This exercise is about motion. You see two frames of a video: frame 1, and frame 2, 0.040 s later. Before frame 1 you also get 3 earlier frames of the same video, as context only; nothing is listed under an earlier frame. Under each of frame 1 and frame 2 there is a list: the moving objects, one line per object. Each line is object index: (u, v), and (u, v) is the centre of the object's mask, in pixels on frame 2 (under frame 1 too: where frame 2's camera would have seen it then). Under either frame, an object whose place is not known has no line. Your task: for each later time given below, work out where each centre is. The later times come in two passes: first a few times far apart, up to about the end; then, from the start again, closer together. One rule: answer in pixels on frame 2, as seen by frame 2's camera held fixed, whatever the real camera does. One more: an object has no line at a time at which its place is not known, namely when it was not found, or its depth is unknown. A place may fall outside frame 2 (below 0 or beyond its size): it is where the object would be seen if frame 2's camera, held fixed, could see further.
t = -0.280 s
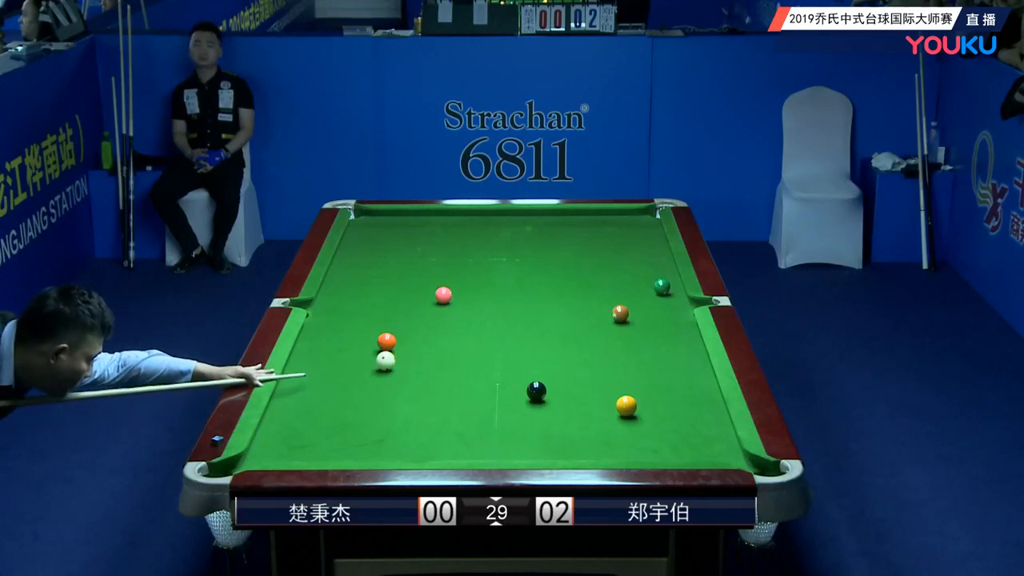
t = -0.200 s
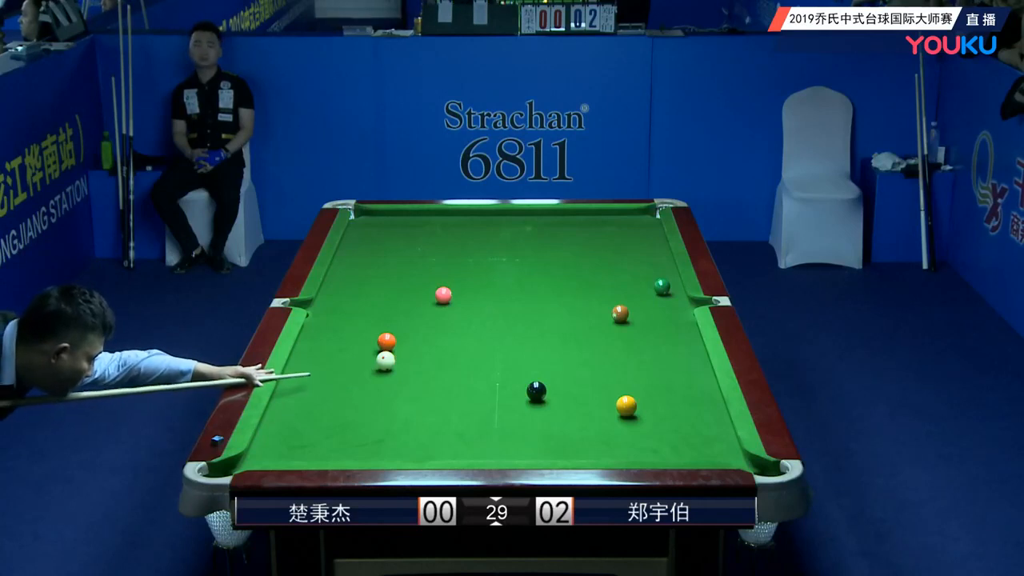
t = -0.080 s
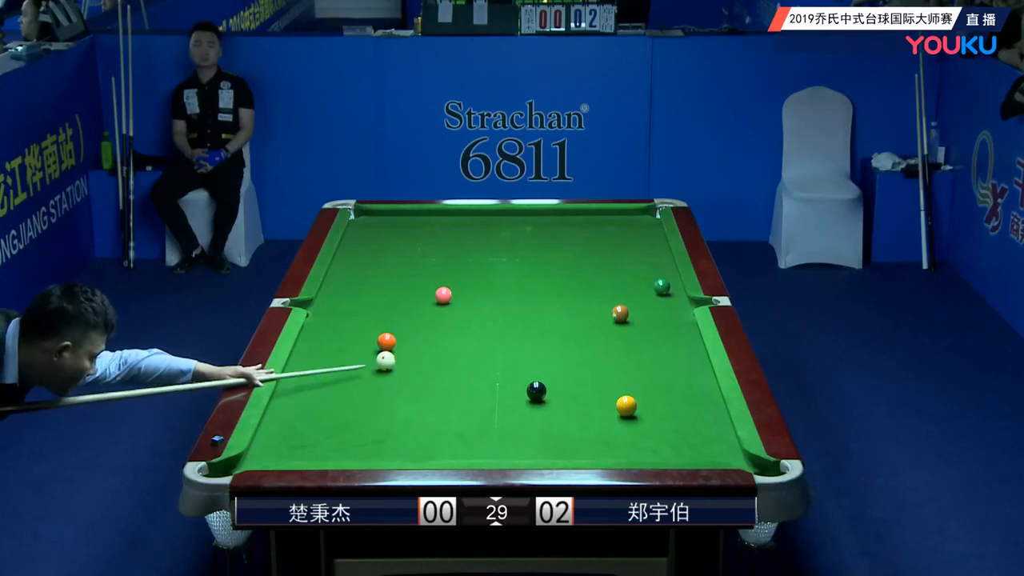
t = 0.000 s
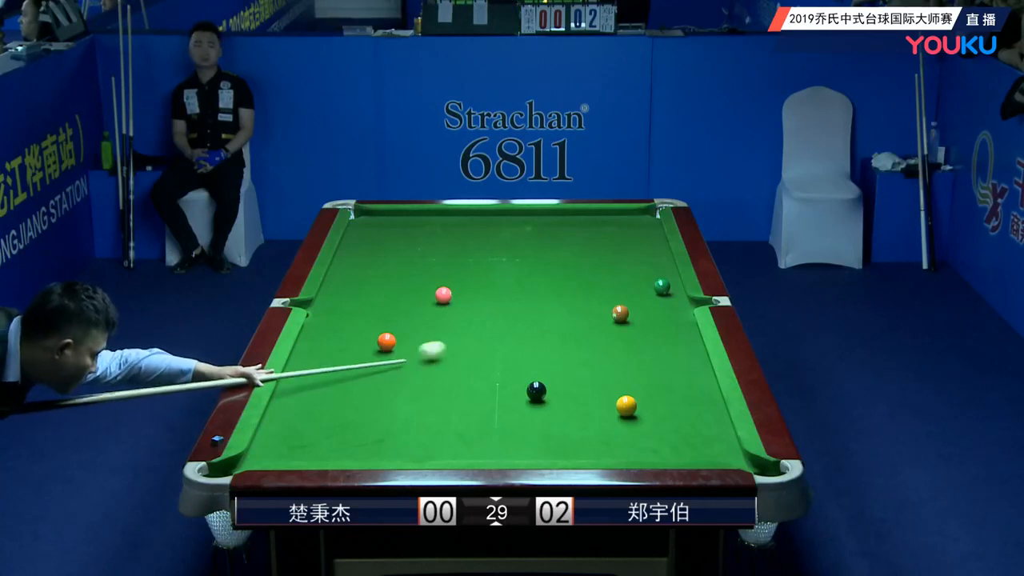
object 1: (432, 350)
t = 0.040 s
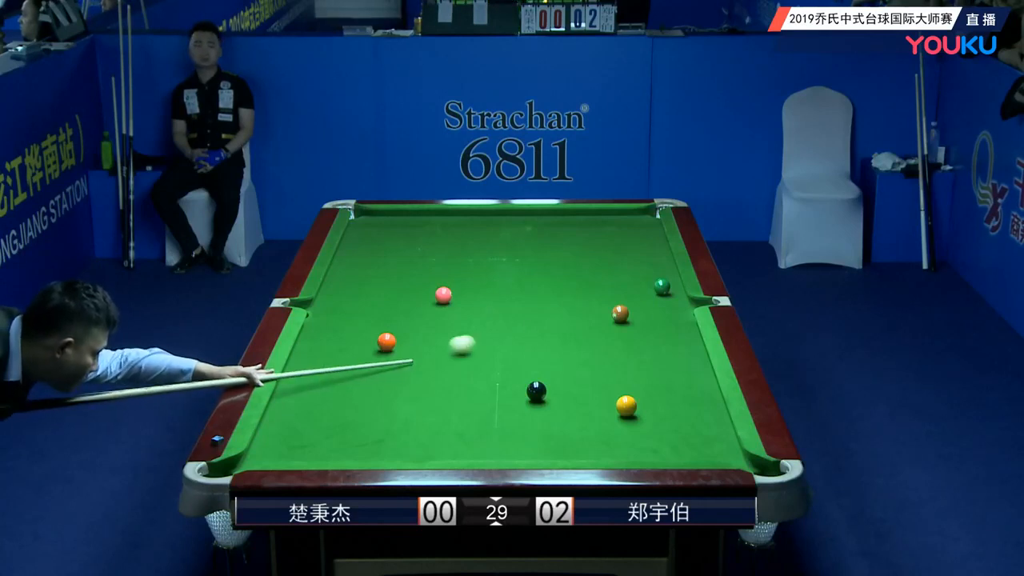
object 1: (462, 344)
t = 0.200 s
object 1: (563, 323)
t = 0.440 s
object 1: (602, 309)
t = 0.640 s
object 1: (603, 303)
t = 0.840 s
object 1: (604, 297)
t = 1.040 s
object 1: (606, 291)
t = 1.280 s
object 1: (607, 285)
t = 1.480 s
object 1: (608, 281)
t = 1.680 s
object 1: (609, 277)
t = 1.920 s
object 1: (611, 273)
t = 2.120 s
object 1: (612, 270)
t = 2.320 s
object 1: (613, 267)
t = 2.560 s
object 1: (613, 265)
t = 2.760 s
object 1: (614, 263)
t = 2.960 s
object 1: (614, 262)
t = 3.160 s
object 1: (614, 262)
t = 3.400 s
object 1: (614, 261)
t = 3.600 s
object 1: (614, 261)
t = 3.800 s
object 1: (614, 262)
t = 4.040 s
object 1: (614, 262)
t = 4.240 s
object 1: (614, 262)
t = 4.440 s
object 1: (614, 262)
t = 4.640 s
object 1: (614, 262)
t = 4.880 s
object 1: (614, 262)
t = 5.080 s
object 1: (614, 262)
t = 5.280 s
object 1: (614, 262)
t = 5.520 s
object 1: (614, 262)
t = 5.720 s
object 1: (614, 262)
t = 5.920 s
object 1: (614, 262)
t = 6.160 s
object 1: (614, 262)
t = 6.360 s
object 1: (614, 262)
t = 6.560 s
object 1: (614, 262)
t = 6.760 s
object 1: (614, 262)
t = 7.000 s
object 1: (614, 262)
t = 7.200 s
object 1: (614, 262)
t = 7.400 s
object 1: (614, 262)
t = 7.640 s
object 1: (614, 262)
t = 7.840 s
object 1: (614, 262)
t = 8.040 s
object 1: (614, 262)
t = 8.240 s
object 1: (614, 262)
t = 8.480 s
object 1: (614, 262)
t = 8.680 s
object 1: (614, 262)
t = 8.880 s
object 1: (614, 262)
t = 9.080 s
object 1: (613, 262)
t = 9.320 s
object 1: (613, 262)
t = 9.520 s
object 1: (614, 262)
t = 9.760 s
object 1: (613, 262)
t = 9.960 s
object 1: (613, 261)
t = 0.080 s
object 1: (489, 338)
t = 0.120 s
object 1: (516, 333)
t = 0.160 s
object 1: (540, 328)
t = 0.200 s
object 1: (563, 323)
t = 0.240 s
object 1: (584, 319)
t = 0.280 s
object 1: (603, 315)
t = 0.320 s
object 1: (602, 314)
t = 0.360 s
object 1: (602, 312)
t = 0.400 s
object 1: (602, 311)
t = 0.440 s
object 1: (602, 309)
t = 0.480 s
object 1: (602, 308)
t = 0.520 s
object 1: (603, 306)
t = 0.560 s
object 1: (603, 305)
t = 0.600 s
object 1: (603, 304)
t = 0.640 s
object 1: (603, 303)
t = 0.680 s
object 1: (603, 301)
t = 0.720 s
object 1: (603, 300)
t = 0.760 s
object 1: (604, 299)
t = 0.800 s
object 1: (604, 298)
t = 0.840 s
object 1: (604, 297)
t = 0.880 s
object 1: (604, 295)
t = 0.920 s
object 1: (605, 294)
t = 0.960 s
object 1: (605, 293)
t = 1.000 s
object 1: (605, 292)
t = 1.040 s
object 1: (606, 291)
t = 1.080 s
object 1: (606, 290)
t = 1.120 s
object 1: (606, 289)
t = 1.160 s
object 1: (606, 288)
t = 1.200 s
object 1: (607, 287)
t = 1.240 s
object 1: (607, 286)
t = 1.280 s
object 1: (607, 285)
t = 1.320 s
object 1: (607, 284)
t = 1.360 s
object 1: (607, 283)
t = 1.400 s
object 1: (607, 282)
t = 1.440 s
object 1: (608, 281)
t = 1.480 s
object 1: (608, 281)
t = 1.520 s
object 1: (608, 280)
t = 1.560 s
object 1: (609, 279)
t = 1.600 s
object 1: (609, 278)
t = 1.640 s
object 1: (609, 277)
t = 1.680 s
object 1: (609, 277)
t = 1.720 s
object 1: (610, 276)
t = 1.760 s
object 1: (610, 275)
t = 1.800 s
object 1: (610, 275)
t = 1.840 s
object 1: (610, 274)
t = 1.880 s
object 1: (611, 273)
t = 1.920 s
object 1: (611, 273)
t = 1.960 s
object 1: (611, 272)
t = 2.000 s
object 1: (611, 272)
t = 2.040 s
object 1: (611, 271)
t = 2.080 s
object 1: (612, 270)
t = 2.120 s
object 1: (612, 270)
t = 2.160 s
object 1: (612, 269)
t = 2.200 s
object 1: (612, 269)
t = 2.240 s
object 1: (612, 268)
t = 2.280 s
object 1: (613, 268)
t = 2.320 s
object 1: (613, 267)
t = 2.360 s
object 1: (613, 267)
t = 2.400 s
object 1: (613, 267)
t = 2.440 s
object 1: (613, 266)
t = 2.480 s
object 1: (613, 266)
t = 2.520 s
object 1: (613, 265)
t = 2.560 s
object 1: (613, 265)
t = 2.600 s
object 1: (614, 265)
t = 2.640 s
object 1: (614, 264)
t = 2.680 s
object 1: (614, 264)
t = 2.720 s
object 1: (614, 264)
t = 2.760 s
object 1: (614, 263)
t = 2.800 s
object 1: (614, 263)
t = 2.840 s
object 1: (614, 263)
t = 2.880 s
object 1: (614, 263)
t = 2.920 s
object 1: (614, 263)
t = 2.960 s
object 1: (614, 262)
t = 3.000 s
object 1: (614, 262)
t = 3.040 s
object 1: (614, 262)
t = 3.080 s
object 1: (614, 262)
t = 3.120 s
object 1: (614, 262)
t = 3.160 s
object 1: (614, 262)
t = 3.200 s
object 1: (614, 262)
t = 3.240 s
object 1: (614, 262)
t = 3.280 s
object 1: (614, 262)
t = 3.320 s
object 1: (614, 261)
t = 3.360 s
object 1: (614, 261)
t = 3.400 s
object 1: (614, 261)
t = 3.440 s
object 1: (614, 262)
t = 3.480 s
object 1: (614, 261)
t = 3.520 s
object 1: (614, 262)
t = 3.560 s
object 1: (614, 261)
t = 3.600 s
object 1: (614, 261)
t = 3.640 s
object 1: (614, 262)
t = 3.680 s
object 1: (614, 262)
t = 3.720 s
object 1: (614, 262)
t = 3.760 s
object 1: (614, 262)
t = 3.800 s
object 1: (614, 262)
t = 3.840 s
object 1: (614, 262)
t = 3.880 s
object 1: (614, 262)
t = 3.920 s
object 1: (614, 262)
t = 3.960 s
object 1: (614, 262)
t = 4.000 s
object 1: (614, 261)
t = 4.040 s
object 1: (614, 262)
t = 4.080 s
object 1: (614, 262)
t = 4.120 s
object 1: (614, 262)
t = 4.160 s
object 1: (614, 262)
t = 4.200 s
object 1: (614, 262)
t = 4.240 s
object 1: (614, 262)
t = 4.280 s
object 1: (614, 262)
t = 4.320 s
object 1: (614, 262)
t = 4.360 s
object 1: (614, 262)
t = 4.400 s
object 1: (614, 262)
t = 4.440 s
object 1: (614, 262)
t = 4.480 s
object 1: (614, 262)
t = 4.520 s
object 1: (614, 262)
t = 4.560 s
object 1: (614, 262)
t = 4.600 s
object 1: (614, 262)
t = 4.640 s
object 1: (614, 262)
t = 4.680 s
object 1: (614, 262)
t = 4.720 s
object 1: (614, 262)
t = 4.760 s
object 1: (614, 262)
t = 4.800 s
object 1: (614, 262)
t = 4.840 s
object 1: (614, 262)
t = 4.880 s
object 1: (614, 262)
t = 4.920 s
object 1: (614, 262)
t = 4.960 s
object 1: (614, 262)
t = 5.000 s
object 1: (614, 261)
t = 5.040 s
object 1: (614, 262)
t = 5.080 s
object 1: (614, 262)
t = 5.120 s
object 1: (614, 262)
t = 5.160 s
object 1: (614, 262)
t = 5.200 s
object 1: (614, 262)
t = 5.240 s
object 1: (614, 262)
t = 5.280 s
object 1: (614, 262)
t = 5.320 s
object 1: (614, 262)
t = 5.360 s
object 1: (614, 262)
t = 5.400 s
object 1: (614, 262)
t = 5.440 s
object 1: (614, 262)
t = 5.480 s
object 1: (614, 262)
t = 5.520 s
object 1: (614, 262)
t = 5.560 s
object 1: (614, 262)
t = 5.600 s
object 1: (614, 262)
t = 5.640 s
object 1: (614, 262)
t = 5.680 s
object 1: (614, 262)
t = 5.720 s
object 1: (614, 262)
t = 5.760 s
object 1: (614, 262)
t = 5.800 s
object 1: (614, 262)
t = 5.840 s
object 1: (614, 262)
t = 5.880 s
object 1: (614, 262)
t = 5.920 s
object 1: (614, 262)
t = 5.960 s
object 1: (614, 262)
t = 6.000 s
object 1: (614, 262)
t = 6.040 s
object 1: (614, 262)
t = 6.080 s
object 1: (614, 262)
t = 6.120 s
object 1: (614, 262)
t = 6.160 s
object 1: (614, 262)
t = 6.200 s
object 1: (614, 262)
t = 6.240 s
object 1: (614, 262)
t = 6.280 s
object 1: (614, 262)
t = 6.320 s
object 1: (614, 262)
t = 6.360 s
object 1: (614, 262)
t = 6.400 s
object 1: (614, 262)
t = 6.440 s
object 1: (614, 262)
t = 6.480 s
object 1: (614, 262)
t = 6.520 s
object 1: (614, 262)
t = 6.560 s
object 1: (614, 262)
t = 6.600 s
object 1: (614, 262)
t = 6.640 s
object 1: (614, 262)
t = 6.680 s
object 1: (614, 262)
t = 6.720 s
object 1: (614, 262)
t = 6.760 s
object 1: (614, 262)
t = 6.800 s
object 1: (614, 262)
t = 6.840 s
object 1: (614, 262)
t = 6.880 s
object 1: (614, 262)
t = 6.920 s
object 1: (614, 262)
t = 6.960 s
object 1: (614, 262)
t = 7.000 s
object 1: (614, 262)
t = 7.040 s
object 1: (614, 262)
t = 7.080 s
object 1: (614, 262)
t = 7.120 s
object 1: (614, 262)
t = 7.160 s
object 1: (614, 262)
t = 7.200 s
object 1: (614, 262)
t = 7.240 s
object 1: (614, 262)
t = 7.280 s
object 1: (614, 262)
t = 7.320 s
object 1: (614, 262)
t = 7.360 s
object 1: (614, 262)
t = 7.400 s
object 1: (614, 262)
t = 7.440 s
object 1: (614, 262)
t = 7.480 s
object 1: (614, 262)
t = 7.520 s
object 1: (614, 262)
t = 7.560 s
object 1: (614, 262)
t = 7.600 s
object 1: (614, 262)
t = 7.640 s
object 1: (614, 262)
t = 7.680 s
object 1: (614, 262)
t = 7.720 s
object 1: (614, 262)
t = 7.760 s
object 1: (614, 262)
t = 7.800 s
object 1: (614, 262)
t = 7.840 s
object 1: (614, 262)
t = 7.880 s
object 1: (614, 262)
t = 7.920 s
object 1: (614, 262)
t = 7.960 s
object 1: (614, 262)
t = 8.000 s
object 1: (614, 262)
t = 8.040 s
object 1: (614, 262)
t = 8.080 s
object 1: (614, 262)
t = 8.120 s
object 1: (614, 262)
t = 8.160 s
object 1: (614, 262)
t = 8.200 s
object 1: (614, 262)
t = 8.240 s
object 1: (614, 262)
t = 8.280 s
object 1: (614, 262)
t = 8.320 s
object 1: (614, 262)
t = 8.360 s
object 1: (614, 262)
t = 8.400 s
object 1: (614, 262)
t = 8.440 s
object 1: (614, 262)
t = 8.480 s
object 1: (614, 262)
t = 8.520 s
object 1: (614, 262)
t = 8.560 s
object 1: (614, 262)
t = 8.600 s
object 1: (614, 262)
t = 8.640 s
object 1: (614, 262)
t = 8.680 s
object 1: (614, 262)
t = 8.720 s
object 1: (614, 262)
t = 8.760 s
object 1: (614, 262)
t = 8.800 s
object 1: (614, 262)
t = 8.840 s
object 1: (614, 262)
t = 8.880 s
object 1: (614, 262)
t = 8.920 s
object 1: (614, 262)
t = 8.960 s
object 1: (613, 262)
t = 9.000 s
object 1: (613, 262)
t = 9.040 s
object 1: (613, 262)
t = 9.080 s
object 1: (613, 262)
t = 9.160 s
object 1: (614, 262)
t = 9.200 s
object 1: (613, 262)
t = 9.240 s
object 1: (613, 262)
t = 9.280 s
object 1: (613, 262)
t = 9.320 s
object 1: (613, 262)
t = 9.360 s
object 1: (613, 262)
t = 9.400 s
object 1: (613, 261)
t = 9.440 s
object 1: (614, 262)
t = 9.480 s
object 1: (613, 261)
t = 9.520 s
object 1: (614, 262)
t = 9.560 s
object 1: (613, 262)
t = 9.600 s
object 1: (613, 262)
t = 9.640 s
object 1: (613, 262)
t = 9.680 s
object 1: (614, 262)
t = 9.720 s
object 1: (613, 261)
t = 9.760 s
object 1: (613, 262)
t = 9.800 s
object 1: (613, 262)
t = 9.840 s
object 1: (613, 262)
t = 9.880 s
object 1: (613, 261)
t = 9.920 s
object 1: (613, 262)
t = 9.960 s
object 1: (613, 261)
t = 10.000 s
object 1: (613, 262)
